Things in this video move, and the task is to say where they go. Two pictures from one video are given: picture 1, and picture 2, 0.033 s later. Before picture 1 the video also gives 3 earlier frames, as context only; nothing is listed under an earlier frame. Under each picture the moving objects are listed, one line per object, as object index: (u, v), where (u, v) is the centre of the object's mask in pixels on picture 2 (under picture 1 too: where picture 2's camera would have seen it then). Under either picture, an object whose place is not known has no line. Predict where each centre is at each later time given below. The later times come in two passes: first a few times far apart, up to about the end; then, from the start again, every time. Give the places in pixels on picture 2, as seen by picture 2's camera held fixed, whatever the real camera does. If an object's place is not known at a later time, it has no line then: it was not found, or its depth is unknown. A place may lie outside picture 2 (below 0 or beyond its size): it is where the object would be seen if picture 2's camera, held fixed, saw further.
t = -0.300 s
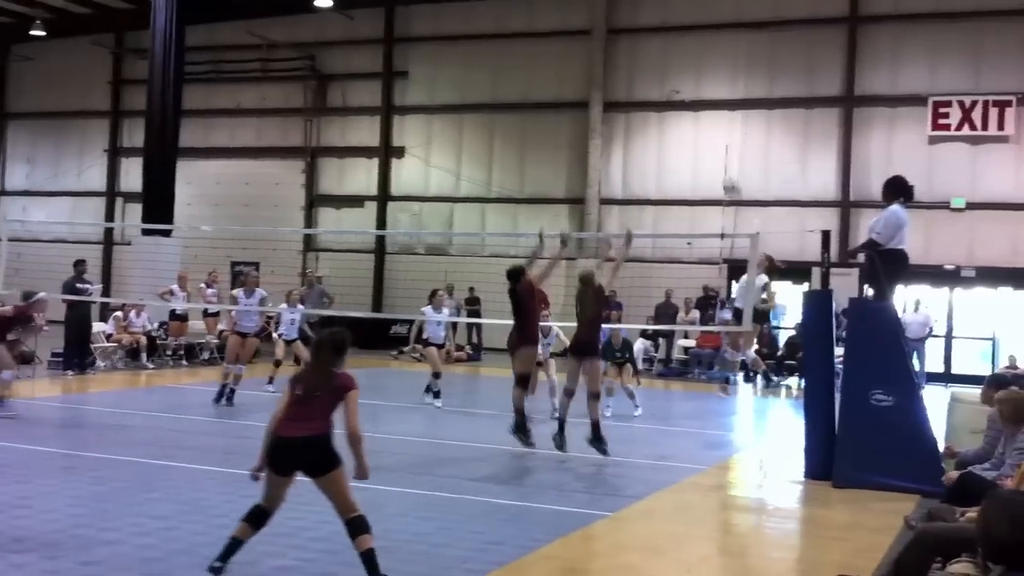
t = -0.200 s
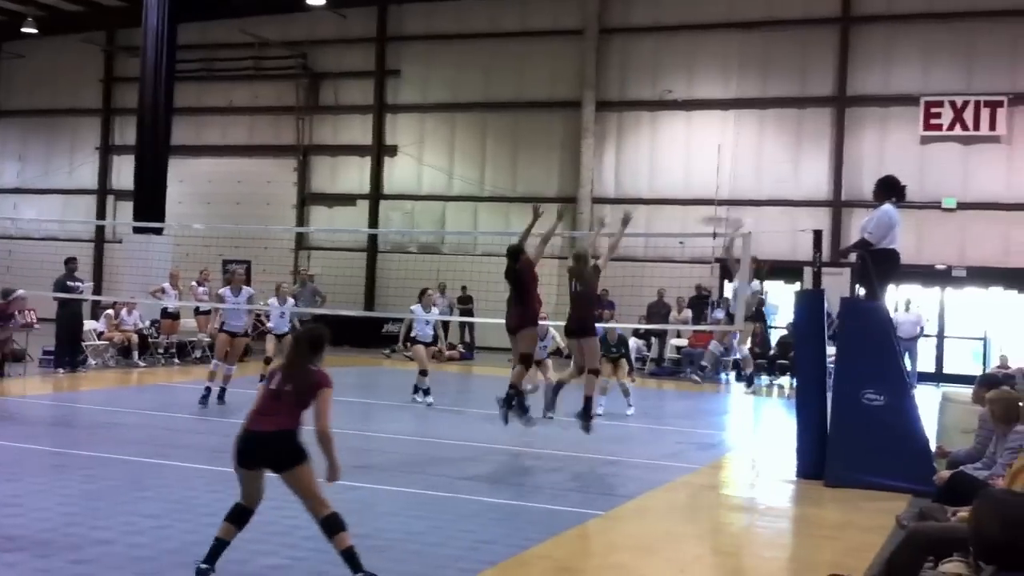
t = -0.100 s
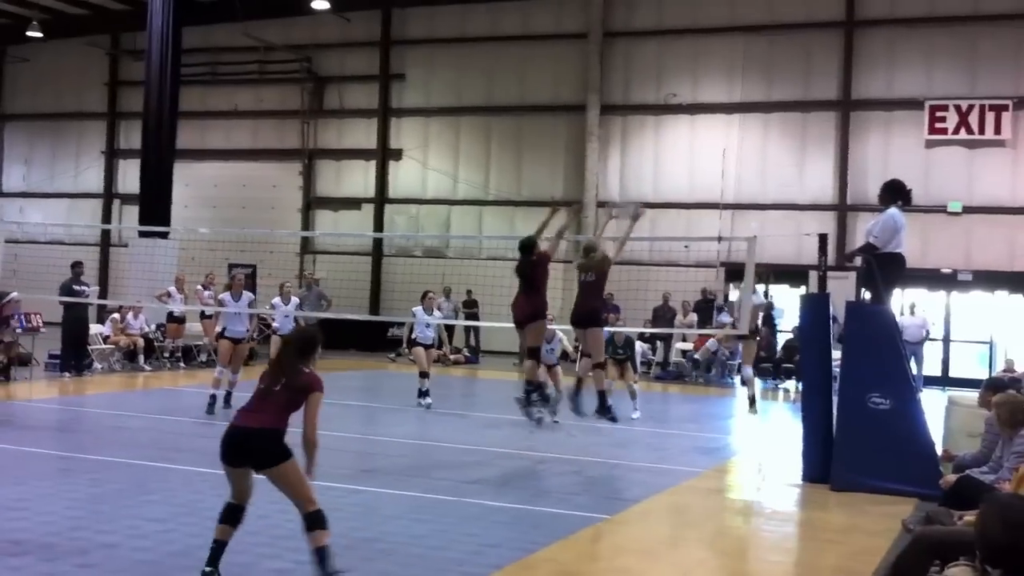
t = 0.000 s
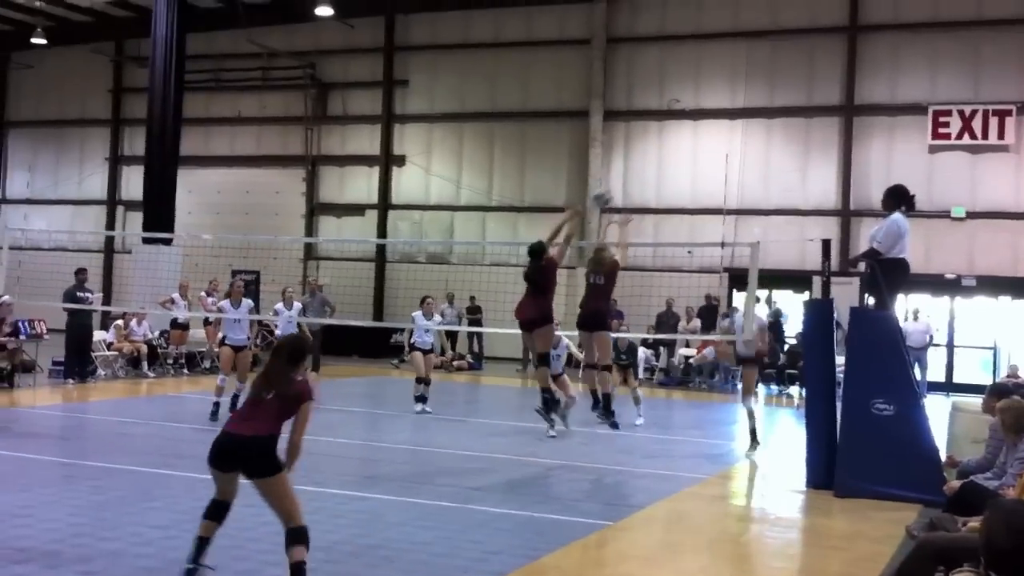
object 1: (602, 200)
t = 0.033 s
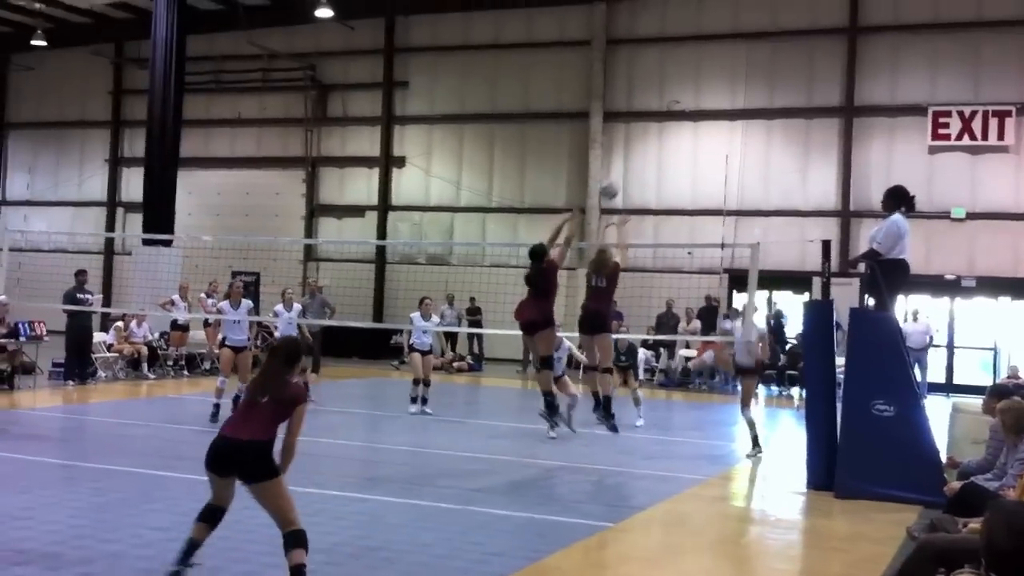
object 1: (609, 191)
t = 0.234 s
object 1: (649, 164)
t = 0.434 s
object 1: (685, 175)
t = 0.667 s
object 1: (720, 229)
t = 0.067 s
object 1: (615, 185)
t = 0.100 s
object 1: (622, 178)
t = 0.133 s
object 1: (630, 174)
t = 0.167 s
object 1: (636, 170)
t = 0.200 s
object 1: (642, 167)
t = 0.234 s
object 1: (649, 164)
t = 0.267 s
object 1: (655, 164)
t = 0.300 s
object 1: (661, 164)
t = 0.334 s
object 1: (667, 166)
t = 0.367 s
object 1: (673, 167)
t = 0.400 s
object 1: (679, 171)
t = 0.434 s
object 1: (685, 175)
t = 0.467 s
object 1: (690, 179)
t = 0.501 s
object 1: (696, 185)
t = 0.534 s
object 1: (701, 192)
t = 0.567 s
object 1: (706, 199)
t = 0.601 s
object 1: (712, 209)
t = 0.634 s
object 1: (716, 217)
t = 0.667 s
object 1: (720, 229)
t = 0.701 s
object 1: (726, 239)
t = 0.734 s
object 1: (730, 250)
